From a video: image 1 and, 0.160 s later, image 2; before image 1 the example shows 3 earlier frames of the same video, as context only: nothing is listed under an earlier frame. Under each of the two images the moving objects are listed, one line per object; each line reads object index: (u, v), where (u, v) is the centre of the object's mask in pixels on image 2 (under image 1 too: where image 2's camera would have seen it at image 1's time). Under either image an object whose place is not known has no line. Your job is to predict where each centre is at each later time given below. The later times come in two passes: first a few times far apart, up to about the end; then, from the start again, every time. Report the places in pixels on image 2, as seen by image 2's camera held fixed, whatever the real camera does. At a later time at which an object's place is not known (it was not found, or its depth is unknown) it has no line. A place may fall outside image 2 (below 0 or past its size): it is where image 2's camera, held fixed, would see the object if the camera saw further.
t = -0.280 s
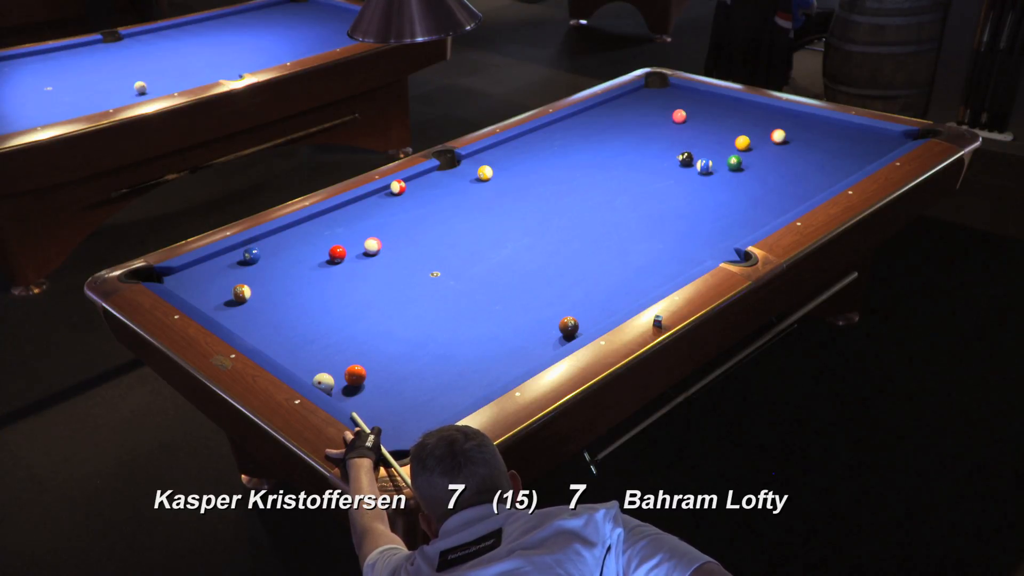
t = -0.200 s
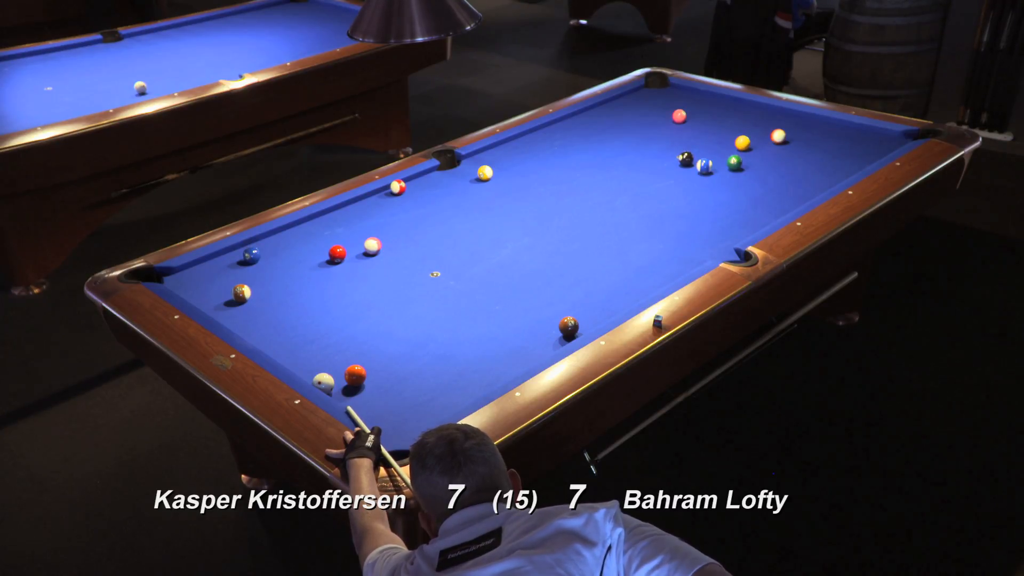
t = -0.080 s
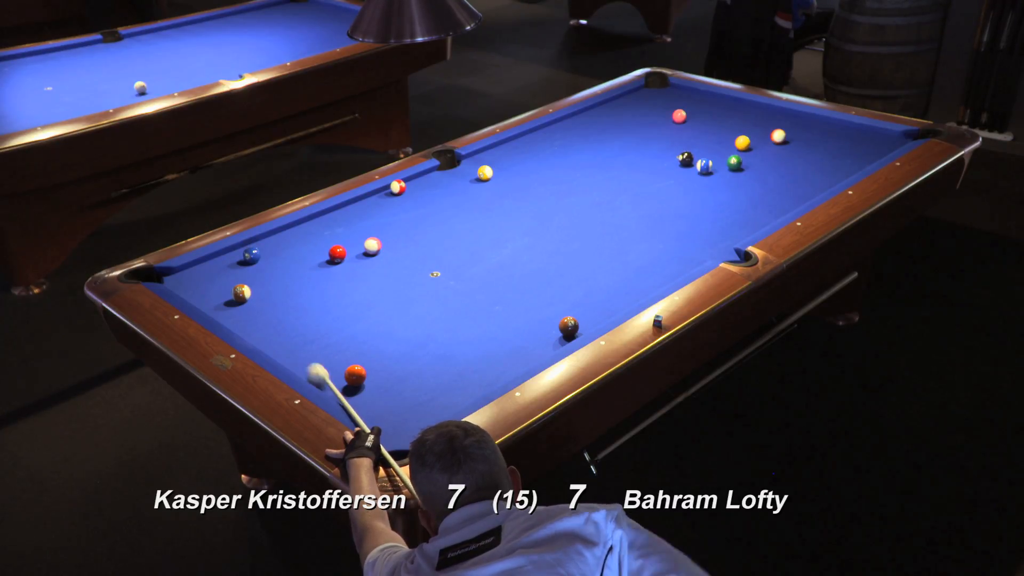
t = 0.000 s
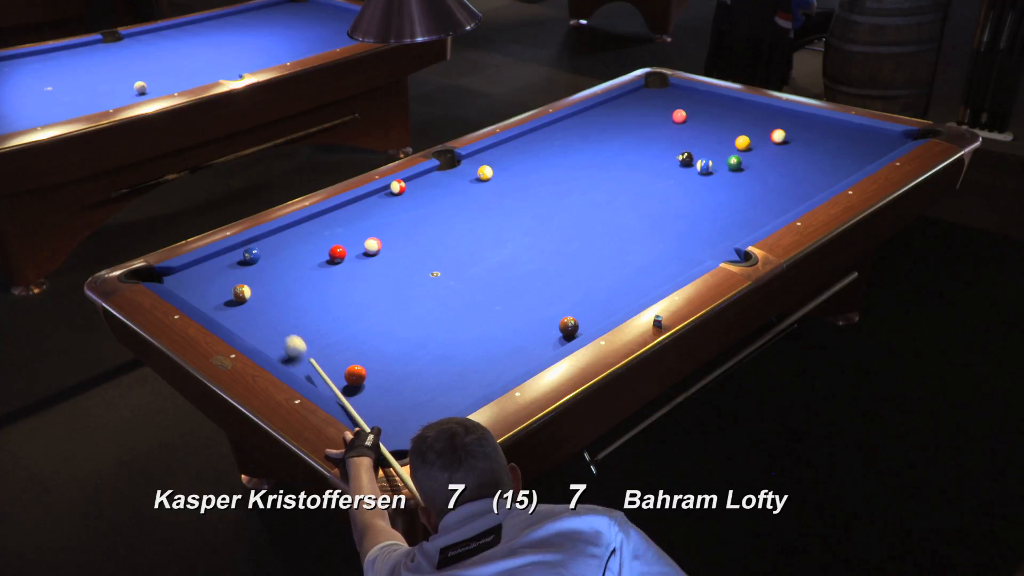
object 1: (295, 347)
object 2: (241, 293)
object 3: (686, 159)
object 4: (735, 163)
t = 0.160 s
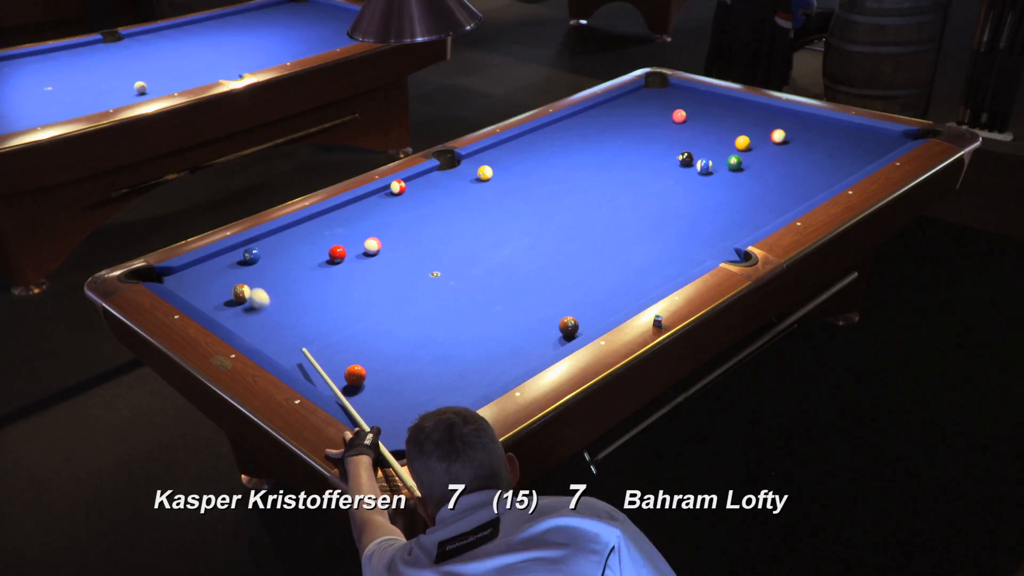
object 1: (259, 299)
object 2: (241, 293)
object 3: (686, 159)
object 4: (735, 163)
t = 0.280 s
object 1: (279, 275)
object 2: (199, 285)
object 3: (686, 159)
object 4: (735, 163)
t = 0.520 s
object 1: (307, 232)
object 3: (686, 159)
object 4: (735, 163)
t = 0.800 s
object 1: (373, 209)
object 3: (686, 159)
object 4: (735, 163)
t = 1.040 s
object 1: (438, 198)
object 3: (686, 159)
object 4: (735, 163)
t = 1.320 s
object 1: (510, 181)
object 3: (686, 159)
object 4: (735, 163)
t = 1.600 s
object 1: (577, 174)
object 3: (686, 159)
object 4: (735, 163)
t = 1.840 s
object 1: (632, 165)
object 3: (686, 159)
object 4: (735, 163)
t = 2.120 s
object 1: (674, 155)
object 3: (705, 155)
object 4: (735, 163)
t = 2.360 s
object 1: (687, 147)
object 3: (736, 153)
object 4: (738, 165)
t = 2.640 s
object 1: (702, 139)
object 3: (766, 151)
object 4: (745, 168)
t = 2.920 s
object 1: (715, 132)
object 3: (794, 146)
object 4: (751, 171)
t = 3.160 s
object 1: (725, 126)
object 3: (816, 143)
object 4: (755, 173)
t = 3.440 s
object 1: (736, 120)
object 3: (841, 138)
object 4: (759, 175)
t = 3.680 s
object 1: (745, 115)
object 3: (860, 135)
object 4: (762, 176)
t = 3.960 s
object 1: (754, 110)
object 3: (881, 132)
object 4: (764, 177)
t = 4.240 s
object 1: (762, 106)
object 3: (881, 136)
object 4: (765, 177)
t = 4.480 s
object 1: (762, 109)
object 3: (881, 139)
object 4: (765, 177)
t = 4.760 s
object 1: (762, 111)
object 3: (882, 142)
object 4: (765, 177)
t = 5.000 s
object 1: (762, 113)
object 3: (882, 144)
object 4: (765, 177)
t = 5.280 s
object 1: (761, 115)
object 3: (882, 146)
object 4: (765, 177)
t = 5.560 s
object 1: (761, 116)
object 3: (882, 147)
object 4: (765, 177)
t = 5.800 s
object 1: (760, 117)
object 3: (882, 148)
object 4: (765, 177)
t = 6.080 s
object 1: (760, 118)
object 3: (883, 148)
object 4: (765, 177)
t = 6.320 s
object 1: (760, 118)
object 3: (883, 148)
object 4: (765, 177)
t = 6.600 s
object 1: (760, 118)
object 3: (883, 148)
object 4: (765, 177)
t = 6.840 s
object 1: (760, 118)
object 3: (883, 148)
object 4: (765, 177)
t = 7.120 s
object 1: (760, 118)
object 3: (883, 148)
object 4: (765, 177)
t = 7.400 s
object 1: (760, 118)
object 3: (883, 148)
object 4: (765, 177)
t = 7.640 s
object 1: (760, 118)
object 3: (883, 148)
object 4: (765, 177)
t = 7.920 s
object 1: (760, 118)
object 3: (883, 148)
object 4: (765, 177)
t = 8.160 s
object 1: (760, 118)
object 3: (883, 148)
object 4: (765, 177)
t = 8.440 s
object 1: (760, 118)
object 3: (883, 148)
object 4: (765, 177)
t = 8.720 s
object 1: (760, 118)
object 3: (883, 148)
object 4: (765, 177)
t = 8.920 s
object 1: (760, 118)
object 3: (883, 148)
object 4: (765, 177)
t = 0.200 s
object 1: (263, 290)
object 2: (231, 290)
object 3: (686, 159)
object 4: (735, 163)
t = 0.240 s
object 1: (271, 282)
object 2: (214, 287)
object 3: (686, 159)
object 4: (735, 163)
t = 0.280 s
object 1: (279, 275)
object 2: (199, 285)
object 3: (686, 159)
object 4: (735, 163)
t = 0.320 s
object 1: (285, 267)
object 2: (185, 282)
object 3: (686, 159)
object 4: (735, 163)
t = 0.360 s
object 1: (290, 259)
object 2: (171, 279)
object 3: (686, 159)
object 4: (735, 163)
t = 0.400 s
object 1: (295, 252)
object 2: (159, 277)
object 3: (686, 159)
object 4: (735, 163)
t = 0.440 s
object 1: (299, 245)
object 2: (149, 277)
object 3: (686, 159)
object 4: (735, 163)
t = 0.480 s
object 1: (303, 238)
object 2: (139, 279)
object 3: (686, 159)
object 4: (735, 163)
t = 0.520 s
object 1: (307, 232)
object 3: (686, 159)
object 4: (735, 163)
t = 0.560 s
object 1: (311, 225)
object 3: (686, 159)
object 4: (735, 163)
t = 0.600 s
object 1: (315, 219)
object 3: (686, 159)
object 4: (735, 163)
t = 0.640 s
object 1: (325, 216)
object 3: (686, 159)
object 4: (735, 163)
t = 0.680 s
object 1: (338, 214)
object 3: (686, 159)
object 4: (735, 163)
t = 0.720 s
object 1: (350, 213)
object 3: (686, 159)
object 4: (735, 163)
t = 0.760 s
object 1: (361, 211)
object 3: (686, 159)
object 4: (735, 163)
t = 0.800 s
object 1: (373, 209)
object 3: (686, 159)
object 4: (735, 163)
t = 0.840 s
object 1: (383, 207)
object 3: (686, 159)
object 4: (735, 163)
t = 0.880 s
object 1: (394, 205)
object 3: (686, 159)
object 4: (735, 163)
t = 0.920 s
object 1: (405, 203)
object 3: (686, 159)
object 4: (735, 163)
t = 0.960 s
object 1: (416, 202)
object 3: (686, 159)
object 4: (735, 163)
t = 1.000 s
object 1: (427, 200)
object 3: (686, 159)
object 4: (735, 163)
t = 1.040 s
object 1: (438, 198)
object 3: (686, 159)
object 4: (735, 163)
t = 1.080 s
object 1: (448, 195)
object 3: (686, 159)
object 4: (735, 163)
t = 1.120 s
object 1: (458, 191)
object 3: (686, 159)
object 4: (735, 163)
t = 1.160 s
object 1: (469, 188)
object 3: (686, 159)
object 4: (735, 163)
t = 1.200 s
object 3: (686, 159)
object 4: (735, 163)
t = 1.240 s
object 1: (490, 184)
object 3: (686, 159)
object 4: (735, 163)
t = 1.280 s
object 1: (499, 182)
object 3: (686, 159)
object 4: (735, 163)
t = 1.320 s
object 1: (510, 181)
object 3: (686, 159)
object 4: (735, 163)
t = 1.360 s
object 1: (521, 180)
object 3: (686, 159)
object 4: (735, 163)
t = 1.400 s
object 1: (531, 180)
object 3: (686, 159)
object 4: (735, 163)
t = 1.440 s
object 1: (540, 179)
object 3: (686, 159)
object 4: (735, 163)
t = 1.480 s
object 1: (549, 178)
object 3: (686, 159)
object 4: (735, 163)
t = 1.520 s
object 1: (558, 177)
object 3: (686, 159)
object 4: (735, 163)
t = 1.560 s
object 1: (568, 176)
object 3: (686, 159)
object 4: (735, 163)
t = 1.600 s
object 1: (577, 174)
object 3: (686, 159)
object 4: (735, 163)
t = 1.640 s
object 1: (587, 172)
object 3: (686, 159)
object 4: (735, 163)
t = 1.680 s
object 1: (596, 171)
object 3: (686, 159)
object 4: (735, 163)
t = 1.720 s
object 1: (605, 169)
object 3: (686, 159)
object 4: (735, 163)
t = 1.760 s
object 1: (614, 168)
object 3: (686, 159)
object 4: (735, 163)
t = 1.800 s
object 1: (623, 166)
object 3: (686, 159)
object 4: (735, 163)
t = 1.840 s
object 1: (632, 165)
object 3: (686, 159)
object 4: (735, 163)
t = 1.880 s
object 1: (641, 163)
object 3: (686, 159)
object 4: (735, 163)
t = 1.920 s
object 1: (650, 162)
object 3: (686, 159)
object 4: (735, 163)
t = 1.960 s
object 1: (659, 160)
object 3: (686, 159)
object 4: (735, 163)
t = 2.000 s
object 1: (668, 158)
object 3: (686, 159)
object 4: (735, 163)
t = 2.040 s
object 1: (671, 157)
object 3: (690, 158)
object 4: (735, 163)
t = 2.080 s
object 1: (673, 156)
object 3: (697, 157)
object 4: (735, 163)
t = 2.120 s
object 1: (674, 155)
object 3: (705, 155)
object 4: (735, 163)
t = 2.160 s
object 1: (676, 153)
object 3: (713, 157)
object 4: (735, 163)
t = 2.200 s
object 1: (679, 152)
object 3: (718, 158)
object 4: (735, 163)
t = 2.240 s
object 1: (681, 151)
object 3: (722, 158)
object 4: (735, 163)
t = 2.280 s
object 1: (683, 149)
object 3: (726, 156)
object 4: (736, 164)
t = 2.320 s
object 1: (685, 149)
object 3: (730, 155)
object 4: (737, 164)
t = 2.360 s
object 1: (687, 147)
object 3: (736, 153)
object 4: (738, 165)
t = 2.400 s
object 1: (690, 146)
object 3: (742, 154)
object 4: (739, 165)
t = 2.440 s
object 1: (692, 145)
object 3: (746, 154)
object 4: (740, 166)
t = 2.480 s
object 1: (694, 143)
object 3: (750, 154)
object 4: (741, 166)
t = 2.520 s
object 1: (696, 142)
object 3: (754, 153)
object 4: (742, 167)
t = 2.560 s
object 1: (698, 141)
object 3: (758, 153)
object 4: (743, 167)
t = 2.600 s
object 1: (700, 140)
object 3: (762, 152)
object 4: (744, 168)
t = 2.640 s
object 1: (702, 139)
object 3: (766, 151)
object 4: (745, 168)
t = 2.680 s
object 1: (704, 138)
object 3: (771, 150)
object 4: (746, 169)
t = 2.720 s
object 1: (706, 137)
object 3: (775, 151)
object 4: (747, 169)
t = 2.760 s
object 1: (707, 136)
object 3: (779, 150)
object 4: (748, 169)
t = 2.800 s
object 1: (709, 135)
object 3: (783, 149)
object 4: (749, 170)
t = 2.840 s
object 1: (711, 134)
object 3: (786, 148)
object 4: (749, 170)
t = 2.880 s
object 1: (713, 133)
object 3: (790, 147)
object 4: (750, 171)
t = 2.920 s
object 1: (715, 132)
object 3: (794, 146)
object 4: (751, 171)
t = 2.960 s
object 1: (717, 131)
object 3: (798, 146)
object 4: (752, 171)
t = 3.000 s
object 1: (718, 130)
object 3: (802, 146)
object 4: (753, 172)
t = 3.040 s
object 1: (720, 129)
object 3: (805, 145)
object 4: (753, 172)
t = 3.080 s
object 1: (722, 128)
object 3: (809, 144)
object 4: (754, 172)
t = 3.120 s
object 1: (724, 127)
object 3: (813, 143)
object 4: (755, 173)
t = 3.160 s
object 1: (725, 126)
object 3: (816, 143)
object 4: (755, 173)
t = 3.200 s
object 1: (727, 125)
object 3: (820, 142)
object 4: (756, 173)
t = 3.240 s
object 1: (728, 124)
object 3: (823, 142)
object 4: (757, 174)
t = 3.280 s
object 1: (730, 123)
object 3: (827, 141)
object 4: (757, 174)
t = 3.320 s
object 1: (732, 122)
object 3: (830, 140)
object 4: (758, 174)
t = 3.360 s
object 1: (733, 121)
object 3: (834, 139)
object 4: (758, 175)
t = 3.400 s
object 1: (735, 121)
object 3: (837, 139)
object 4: (759, 175)
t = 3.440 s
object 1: (736, 120)
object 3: (841, 138)
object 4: (759, 175)
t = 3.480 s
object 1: (738, 119)
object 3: (844, 138)
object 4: (760, 175)
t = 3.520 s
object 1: (739, 118)
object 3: (847, 137)
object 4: (760, 176)
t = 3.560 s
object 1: (741, 117)
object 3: (850, 137)
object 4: (761, 176)
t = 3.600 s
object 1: (742, 116)
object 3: (854, 136)
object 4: (761, 176)
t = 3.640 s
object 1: (744, 116)
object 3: (857, 136)
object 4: (762, 176)
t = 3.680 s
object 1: (745, 115)
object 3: (860, 135)
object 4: (762, 176)
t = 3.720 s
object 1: (747, 114)
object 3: (863, 135)
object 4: (762, 177)
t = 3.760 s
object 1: (748, 114)
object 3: (866, 134)
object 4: (763, 177)
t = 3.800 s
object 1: (749, 113)
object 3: (869, 134)
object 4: (763, 177)
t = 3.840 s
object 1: (751, 112)
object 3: (872, 133)
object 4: (763, 176)
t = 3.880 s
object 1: (752, 111)
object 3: (875, 132)
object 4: (763, 176)
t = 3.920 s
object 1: (753, 111)
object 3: (878, 132)
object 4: (764, 176)
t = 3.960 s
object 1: (754, 110)
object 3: (881, 132)
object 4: (764, 177)
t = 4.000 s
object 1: (756, 109)
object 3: (881, 133)
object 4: (764, 177)
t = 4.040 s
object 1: (757, 109)
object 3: (881, 133)
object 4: (764, 177)
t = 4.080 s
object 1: (758, 108)
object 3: (881, 134)
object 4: (764, 177)
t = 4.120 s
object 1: (759, 108)
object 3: (881, 134)
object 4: (765, 177)
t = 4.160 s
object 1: (760, 107)
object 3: (881, 135)
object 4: (765, 177)
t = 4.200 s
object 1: (762, 106)
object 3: (881, 135)
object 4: (765, 177)
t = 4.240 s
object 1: (762, 106)
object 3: (881, 136)
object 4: (765, 177)
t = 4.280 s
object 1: (762, 107)
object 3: (881, 136)
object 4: (765, 177)
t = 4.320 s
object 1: (762, 107)
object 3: (881, 137)
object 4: (765, 177)
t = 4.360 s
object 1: (762, 107)
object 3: (881, 137)
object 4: (765, 177)
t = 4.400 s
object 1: (762, 108)
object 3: (881, 138)
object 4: (765, 177)
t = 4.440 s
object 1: (762, 108)
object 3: (881, 138)
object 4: (765, 177)
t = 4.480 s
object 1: (762, 109)
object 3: (881, 139)
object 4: (765, 177)
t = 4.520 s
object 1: (762, 109)
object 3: (881, 139)
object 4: (765, 177)
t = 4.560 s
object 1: (762, 109)
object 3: (882, 140)
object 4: (765, 177)
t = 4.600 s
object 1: (762, 110)
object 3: (882, 140)
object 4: (765, 177)
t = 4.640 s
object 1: (762, 110)
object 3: (882, 140)
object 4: (765, 177)
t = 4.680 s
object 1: (762, 111)
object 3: (882, 141)
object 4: (765, 177)
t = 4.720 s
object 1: (762, 111)
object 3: (882, 141)
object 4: (765, 177)
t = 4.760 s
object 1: (762, 111)
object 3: (882, 142)
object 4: (765, 177)
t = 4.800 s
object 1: (762, 112)
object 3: (882, 142)
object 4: (765, 177)
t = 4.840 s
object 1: (762, 112)
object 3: (882, 142)
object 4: (765, 177)
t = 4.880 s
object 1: (762, 112)
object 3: (882, 143)
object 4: (765, 177)
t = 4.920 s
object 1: (762, 113)
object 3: (882, 143)
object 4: (765, 177)
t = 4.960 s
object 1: (762, 113)
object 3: (882, 143)
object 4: (765, 177)
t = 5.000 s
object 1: (762, 113)
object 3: (882, 144)
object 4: (765, 177)
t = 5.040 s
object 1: (762, 113)
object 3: (882, 144)
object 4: (765, 177)
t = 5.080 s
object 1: (762, 114)
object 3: (882, 144)
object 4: (765, 177)
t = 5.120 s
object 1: (762, 114)
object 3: (882, 145)
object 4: (765, 177)
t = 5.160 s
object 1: (762, 114)
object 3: (882, 145)
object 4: (765, 177)
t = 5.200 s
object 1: (761, 115)
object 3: (882, 145)
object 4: (765, 177)
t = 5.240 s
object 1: (761, 115)
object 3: (882, 146)
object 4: (765, 177)
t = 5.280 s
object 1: (761, 115)
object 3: (882, 146)
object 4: (765, 177)
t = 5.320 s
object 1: (761, 115)
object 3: (882, 146)
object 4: (765, 177)
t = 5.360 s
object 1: (761, 115)
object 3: (882, 146)
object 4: (765, 177)
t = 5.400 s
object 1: (761, 116)
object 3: (882, 147)
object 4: (765, 177)
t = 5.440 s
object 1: (761, 116)
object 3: (882, 147)
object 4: (765, 177)
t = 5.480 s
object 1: (761, 116)
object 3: (882, 147)
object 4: (765, 177)
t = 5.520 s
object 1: (761, 116)
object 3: (882, 147)
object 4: (765, 177)
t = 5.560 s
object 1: (761, 116)
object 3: (882, 147)
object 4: (765, 177)
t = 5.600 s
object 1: (761, 117)
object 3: (882, 147)
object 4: (765, 177)
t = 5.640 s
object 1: (761, 117)
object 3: (882, 148)
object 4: (765, 177)
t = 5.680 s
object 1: (760, 117)
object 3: (882, 148)
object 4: (765, 177)
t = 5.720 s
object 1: (760, 117)
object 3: (882, 148)
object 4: (765, 177)
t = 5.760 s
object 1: (760, 117)
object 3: (882, 148)
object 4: (765, 177)
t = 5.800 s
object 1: (760, 117)
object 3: (882, 148)
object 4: (765, 177)
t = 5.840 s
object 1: (760, 117)
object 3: (883, 148)
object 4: (765, 177)
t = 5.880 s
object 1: (760, 117)
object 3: (882, 148)
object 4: (765, 177)
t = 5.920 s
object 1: (760, 117)
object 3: (883, 148)
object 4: (765, 177)
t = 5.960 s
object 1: (760, 118)
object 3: (883, 148)
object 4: (765, 177)
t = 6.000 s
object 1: (760, 118)
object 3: (883, 148)
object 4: (765, 177)
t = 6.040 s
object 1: (760, 118)
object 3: (883, 148)
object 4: (765, 177)
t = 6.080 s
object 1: (760, 118)
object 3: (883, 148)
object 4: (765, 177)
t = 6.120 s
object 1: (760, 118)
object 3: (883, 148)
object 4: (765, 177)
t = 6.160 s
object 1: (760, 118)
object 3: (883, 148)
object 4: (765, 177)
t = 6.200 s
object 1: (760, 118)
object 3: (883, 148)
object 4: (765, 177)
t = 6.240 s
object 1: (760, 118)
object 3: (883, 148)
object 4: (765, 177)
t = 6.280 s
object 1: (760, 118)
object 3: (883, 148)
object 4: (765, 177)
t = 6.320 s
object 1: (760, 118)
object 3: (883, 148)
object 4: (765, 177)
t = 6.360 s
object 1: (760, 118)
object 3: (883, 148)
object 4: (765, 177)
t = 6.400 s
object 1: (760, 118)
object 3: (883, 148)
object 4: (765, 177)
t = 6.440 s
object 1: (760, 118)
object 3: (883, 148)
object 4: (765, 177)
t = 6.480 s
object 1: (760, 118)
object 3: (883, 148)
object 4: (765, 177)
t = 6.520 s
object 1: (760, 118)
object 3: (883, 148)
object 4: (765, 177)
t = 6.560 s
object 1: (760, 118)
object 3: (883, 148)
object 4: (765, 177)
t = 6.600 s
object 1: (760, 118)
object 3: (883, 148)
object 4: (765, 177)
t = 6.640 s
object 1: (760, 118)
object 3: (883, 148)
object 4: (765, 177)
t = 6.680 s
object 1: (760, 118)
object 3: (883, 148)
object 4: (765, 177)
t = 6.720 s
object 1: (760, 118)
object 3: (883, 148)
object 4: (765, 177)
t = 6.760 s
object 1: (760, 118)
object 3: (883, 148)
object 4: (765, 177)
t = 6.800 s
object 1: (760, 118)
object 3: (883, 148)
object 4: (765, 177)
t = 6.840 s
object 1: (760, 118)
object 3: (883, 148)
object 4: (765, 177)
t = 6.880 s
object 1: (760, 118)
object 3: (883, 148)
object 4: (765, 177)
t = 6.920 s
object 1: (760, 118)
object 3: (883, 148)
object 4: (765, 177)
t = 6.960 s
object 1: (760, 118)
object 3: (883, 148)
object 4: (765, 177)
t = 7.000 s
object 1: (760, 118)
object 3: (883, 148)
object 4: (765, 177)
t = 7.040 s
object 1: (760, 118)
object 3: (883, 148)
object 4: (765, 177)
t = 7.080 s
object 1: (760, 118)
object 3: (883, 148)
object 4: (765, 177)
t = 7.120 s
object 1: (760, 118)
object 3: (883, 148)
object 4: (765, 177)
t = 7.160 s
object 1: (760, 118)
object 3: (883, 148)
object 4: (765, 177)
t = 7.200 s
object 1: (760, 118)
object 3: (883, 148)
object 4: (765, 177)
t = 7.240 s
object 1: (760, 118)
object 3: (883, 148)
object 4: (765, 177)
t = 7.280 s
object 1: (760, 118)
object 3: (883, 148)
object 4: (765, 177)
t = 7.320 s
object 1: (760, 118)
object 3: (883, 148)
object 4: (765, 177)
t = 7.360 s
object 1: (760, 118)
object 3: (883, 148)
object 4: (765, 177)
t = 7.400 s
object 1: (760, 118)
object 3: (883, 148)
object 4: (765, 177)
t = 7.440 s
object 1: (760, 118)
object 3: (883, 148)
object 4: (765, 177)
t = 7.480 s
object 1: (760, 118)
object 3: (883, 148)
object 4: (765, 177)
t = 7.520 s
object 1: (760, 118)
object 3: (883, 148)
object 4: (765, 177)
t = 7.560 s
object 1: (760, 118)
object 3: (883, 148)
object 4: (765, 177)
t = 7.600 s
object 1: (760, 118)
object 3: (883, 148)
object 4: (764, 177)
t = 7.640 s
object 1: (760, 118)
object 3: (883, 148)
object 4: (765, 177)
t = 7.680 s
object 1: (760, 118)
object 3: (883, 148)
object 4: (765, 177)
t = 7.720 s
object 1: (760, 118)
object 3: (883, 148)
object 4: (765, 177)
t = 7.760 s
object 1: (760, 118)
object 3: (883, 148)
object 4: (765, 177)
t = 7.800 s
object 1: (760, 118)
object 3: (883, 148)
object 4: (765, 177)
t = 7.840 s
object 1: (760, 118)
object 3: (883, 148)
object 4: (765, 177)
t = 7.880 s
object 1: (760, 118)
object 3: (883, 148)
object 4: (765, 177)
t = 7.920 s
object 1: (760, 118)
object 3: (883, 148)
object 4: (765, 177)
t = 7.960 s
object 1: (760, 118)
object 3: (883, 148)
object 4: (765, 177)
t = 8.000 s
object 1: (760, 118)
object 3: (883, 148)
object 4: (765, 177)
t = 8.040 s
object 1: (760, 118)
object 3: (883, 148)
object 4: (765, 177)
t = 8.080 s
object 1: (760, 118)
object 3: (883, 148)
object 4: (765, 177)
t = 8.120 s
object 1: (760, 118)
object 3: (883, 148)
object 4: (765, 177)
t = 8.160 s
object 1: (760, 118)
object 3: (883, 148)
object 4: (765, 177)
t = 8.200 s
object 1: (760, 118)
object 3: (883, 148)
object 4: (765, 177)
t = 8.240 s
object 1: (760, 118)
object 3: (883, 148)
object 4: (765, 177)
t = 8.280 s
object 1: (760, 118)
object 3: (883, 148)
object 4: (765, 177)
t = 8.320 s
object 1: (760, 118)
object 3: (883, 148)
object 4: (765, 177)
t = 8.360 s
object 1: (760, 118)
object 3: (883, 148)
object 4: (765, 177)
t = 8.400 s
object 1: (760, 118)
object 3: (883, 148)
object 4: (765, 177)
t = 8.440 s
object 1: (760, 118)
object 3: (883, 148)
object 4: (765, 177)
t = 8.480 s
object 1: (760, 118)
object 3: (883, 148)
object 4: (765, 177)
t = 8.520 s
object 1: (760, 118)
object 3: (883, 148)
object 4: (765, 177)
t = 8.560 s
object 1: (760, 118)
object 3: (883, 148)
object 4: (765, 177)
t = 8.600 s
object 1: (760, 118)
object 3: (883, 148)
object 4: (765, 177)
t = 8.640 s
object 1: (760, 118)
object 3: (883, 148)
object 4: (765, 177)
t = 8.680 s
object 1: (760, 118)
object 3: (883, 148)
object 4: (765, 177)
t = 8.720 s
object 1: (760, 118)
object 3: (883, 148)
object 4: (765, 177)
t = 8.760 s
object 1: (760, 118)
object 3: (883, 148)
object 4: (765, 177)
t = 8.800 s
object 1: (760, 118)
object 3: (883, 148)
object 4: (765, 177)
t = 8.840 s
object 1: (760, 118)
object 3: (883, 148)
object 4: (765, 177)
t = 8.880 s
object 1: (760, 118)
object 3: (883, 148)
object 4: (765, 177)
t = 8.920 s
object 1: (760, 118)
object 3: (883, 148)
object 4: (765, 177)
